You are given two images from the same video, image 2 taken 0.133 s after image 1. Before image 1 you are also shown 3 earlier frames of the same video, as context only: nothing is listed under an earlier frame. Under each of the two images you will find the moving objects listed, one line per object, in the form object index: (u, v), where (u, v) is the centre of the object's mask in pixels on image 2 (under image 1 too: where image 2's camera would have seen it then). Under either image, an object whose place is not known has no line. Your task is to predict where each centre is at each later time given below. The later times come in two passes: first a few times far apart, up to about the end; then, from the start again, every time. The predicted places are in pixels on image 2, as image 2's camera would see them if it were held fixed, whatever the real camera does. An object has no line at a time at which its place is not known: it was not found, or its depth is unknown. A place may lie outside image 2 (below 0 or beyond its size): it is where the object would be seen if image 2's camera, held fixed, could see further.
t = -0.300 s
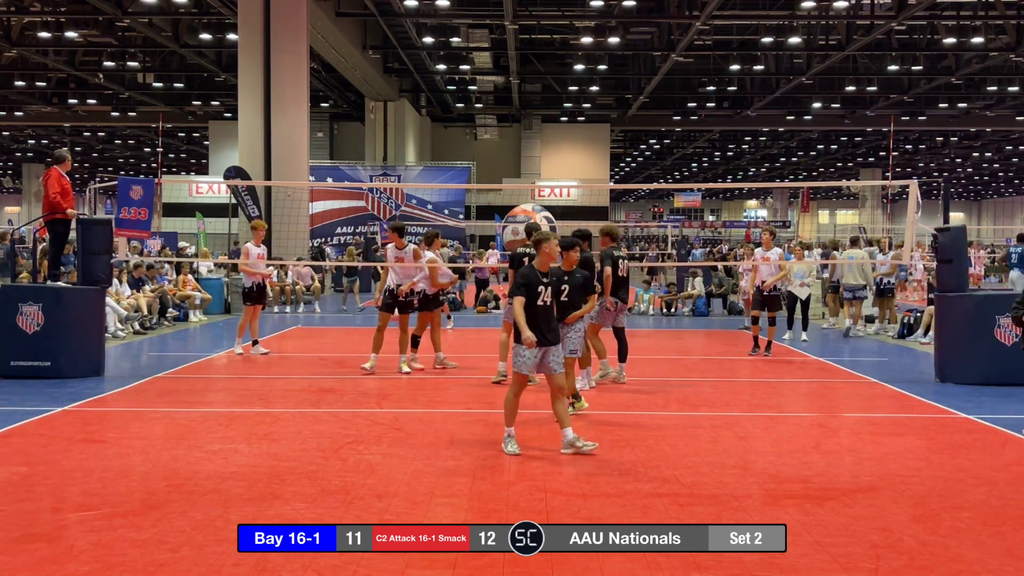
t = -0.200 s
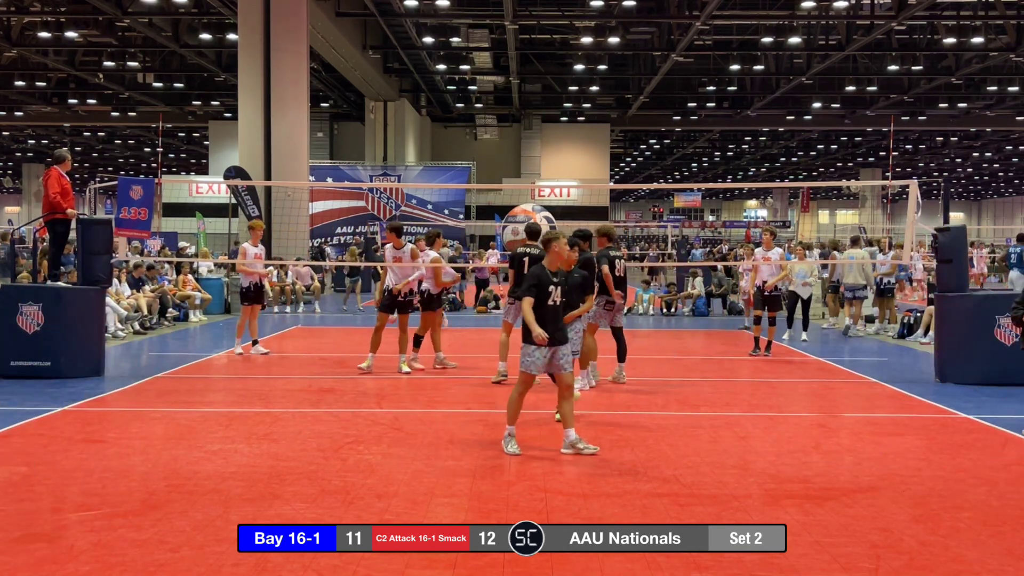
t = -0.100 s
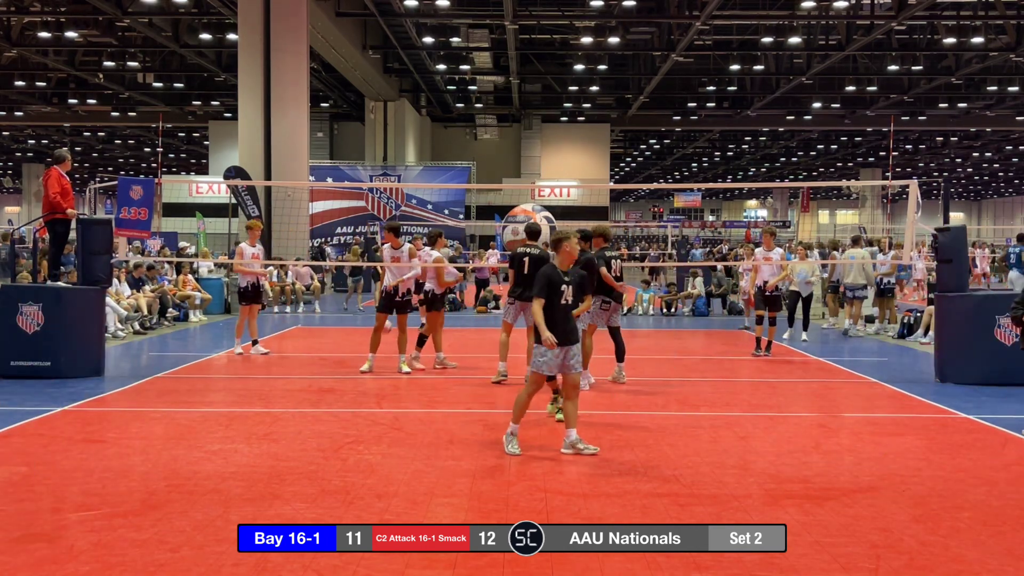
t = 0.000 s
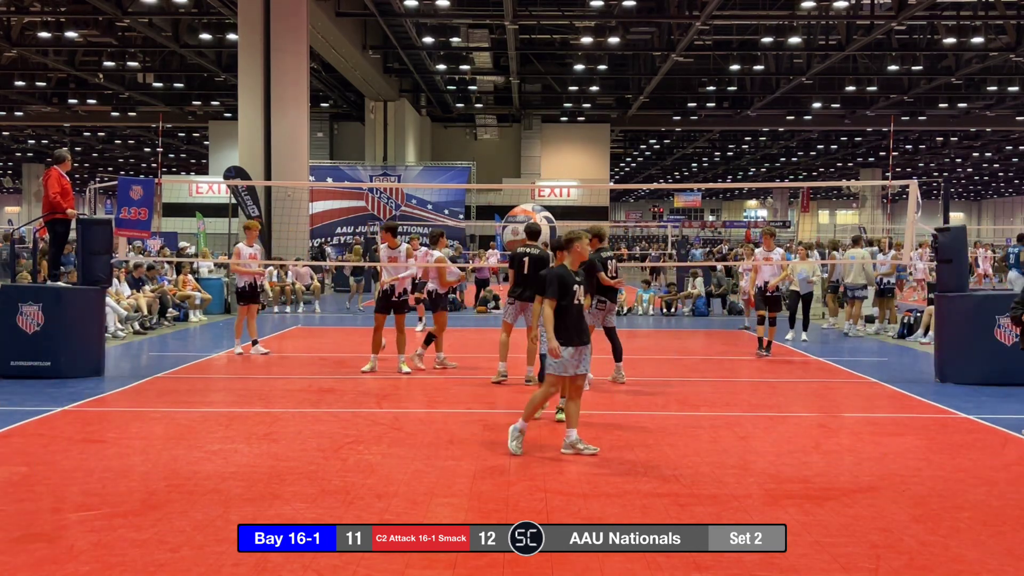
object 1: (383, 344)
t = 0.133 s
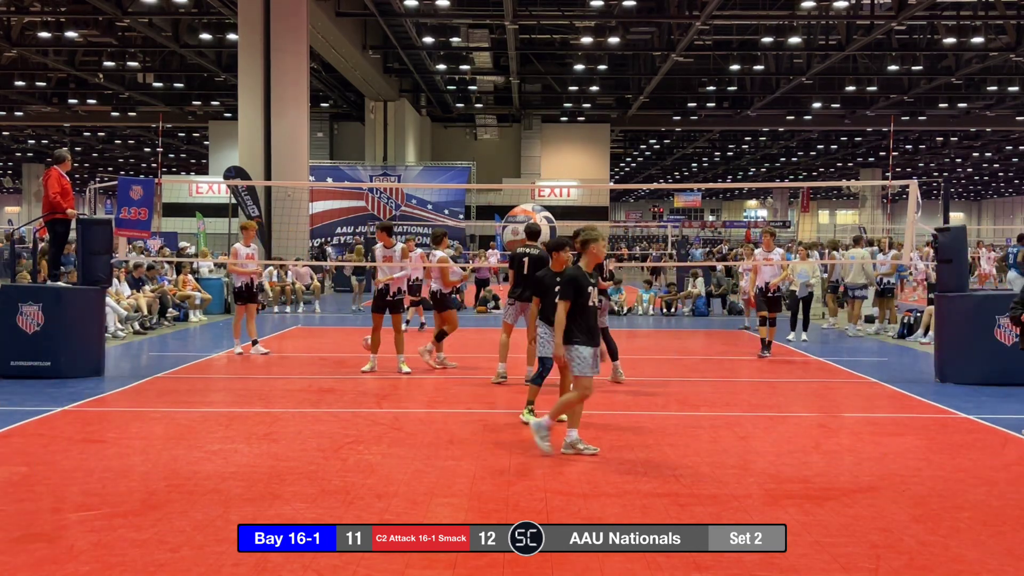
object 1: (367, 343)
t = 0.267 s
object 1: (360, 337)
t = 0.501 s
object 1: (340, 362)
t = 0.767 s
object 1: (314, 367)
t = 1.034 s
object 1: (283, 394)
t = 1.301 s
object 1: (244, 414)
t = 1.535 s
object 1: (203, 428)
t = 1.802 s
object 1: (143, 465)
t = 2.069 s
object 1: (65, 508)
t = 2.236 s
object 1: (10, 540)
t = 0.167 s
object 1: (365, 340)
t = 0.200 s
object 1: (364, 339)
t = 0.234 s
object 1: (362, 338)
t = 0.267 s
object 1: (360, 337)
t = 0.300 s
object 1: (357, 338)
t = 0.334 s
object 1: (354, 340)
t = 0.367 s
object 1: (351, 342)
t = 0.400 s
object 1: (349, 346)
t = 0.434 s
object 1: (346, 350)
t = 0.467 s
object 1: (344, 356)
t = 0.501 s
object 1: (340, 362)
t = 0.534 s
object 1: (337, 371)
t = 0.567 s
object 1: (334, 375)
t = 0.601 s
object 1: (332, 371)
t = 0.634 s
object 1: (328, 368)
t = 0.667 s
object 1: (325, 367)
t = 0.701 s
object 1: (321, 366)
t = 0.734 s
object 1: (318, 365)
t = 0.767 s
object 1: (314, 367)
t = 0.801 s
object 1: (310, 369)
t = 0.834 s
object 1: (307, 372)
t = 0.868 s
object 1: (304, 377)
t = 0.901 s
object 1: (300, 382)
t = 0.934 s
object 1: (296, 389)
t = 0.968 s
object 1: (292, 399)
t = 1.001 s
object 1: (287, 398)
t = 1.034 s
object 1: (283, 394)
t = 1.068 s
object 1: (278, 392)
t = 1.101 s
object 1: (274, 391)
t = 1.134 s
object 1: (269, 392)
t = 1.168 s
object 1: (264, 393)
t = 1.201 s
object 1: (260, 397)
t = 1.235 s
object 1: (255, 401)
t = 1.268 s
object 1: (250, 407)
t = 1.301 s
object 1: (244, 414)
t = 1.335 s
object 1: (239, 423)
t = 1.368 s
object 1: (233, 431)
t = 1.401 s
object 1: (227, 427)
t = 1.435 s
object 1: (221, 425)
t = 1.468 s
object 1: (215, 425)
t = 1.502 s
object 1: (209, 426)
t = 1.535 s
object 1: (203, 428)
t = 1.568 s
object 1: (196, 432)
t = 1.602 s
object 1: (189, 438)
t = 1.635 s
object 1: (182, 446)
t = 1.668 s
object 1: (175, 454)
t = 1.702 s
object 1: (167, 465)
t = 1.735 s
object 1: (159, 466)
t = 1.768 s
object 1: (151, 465)
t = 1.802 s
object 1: (143, 465)
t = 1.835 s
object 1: (135, 468)
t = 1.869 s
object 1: (125, 472)
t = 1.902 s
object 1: (116, 478)
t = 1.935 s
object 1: (106, 486)
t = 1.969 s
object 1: (97, 496)
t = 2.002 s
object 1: (86, 510)
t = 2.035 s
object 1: (75, 508)
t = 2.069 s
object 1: (65, 508)
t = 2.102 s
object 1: (53, 510)
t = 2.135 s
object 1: (40, 514)
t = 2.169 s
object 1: (27, 521)
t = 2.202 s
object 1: (17, 530)
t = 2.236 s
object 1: (10, 540)
